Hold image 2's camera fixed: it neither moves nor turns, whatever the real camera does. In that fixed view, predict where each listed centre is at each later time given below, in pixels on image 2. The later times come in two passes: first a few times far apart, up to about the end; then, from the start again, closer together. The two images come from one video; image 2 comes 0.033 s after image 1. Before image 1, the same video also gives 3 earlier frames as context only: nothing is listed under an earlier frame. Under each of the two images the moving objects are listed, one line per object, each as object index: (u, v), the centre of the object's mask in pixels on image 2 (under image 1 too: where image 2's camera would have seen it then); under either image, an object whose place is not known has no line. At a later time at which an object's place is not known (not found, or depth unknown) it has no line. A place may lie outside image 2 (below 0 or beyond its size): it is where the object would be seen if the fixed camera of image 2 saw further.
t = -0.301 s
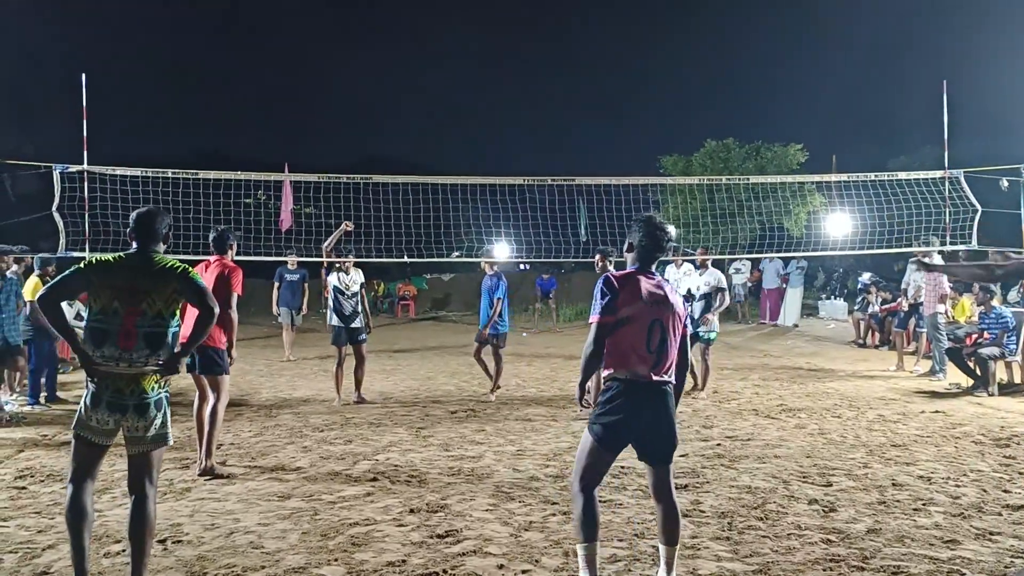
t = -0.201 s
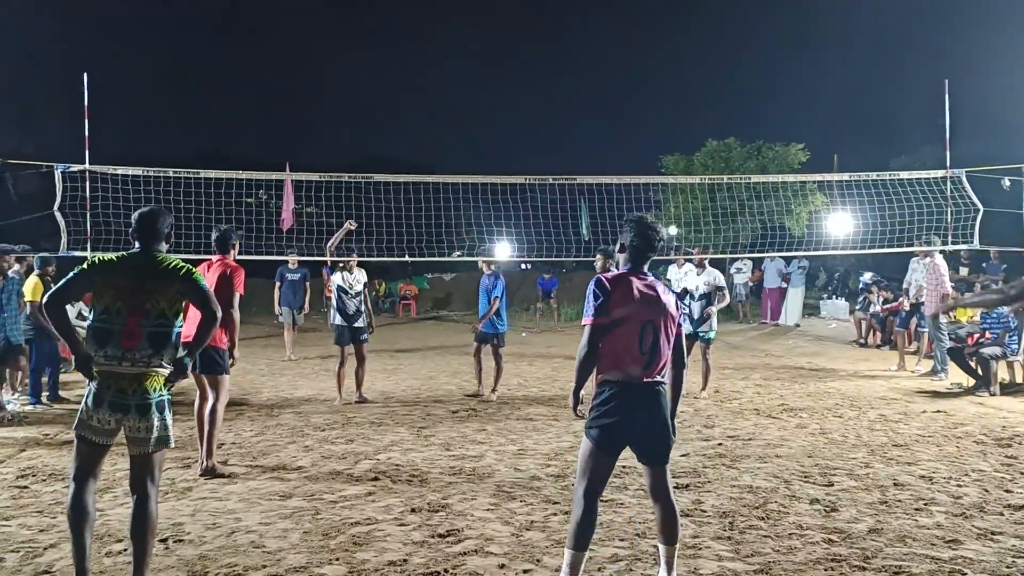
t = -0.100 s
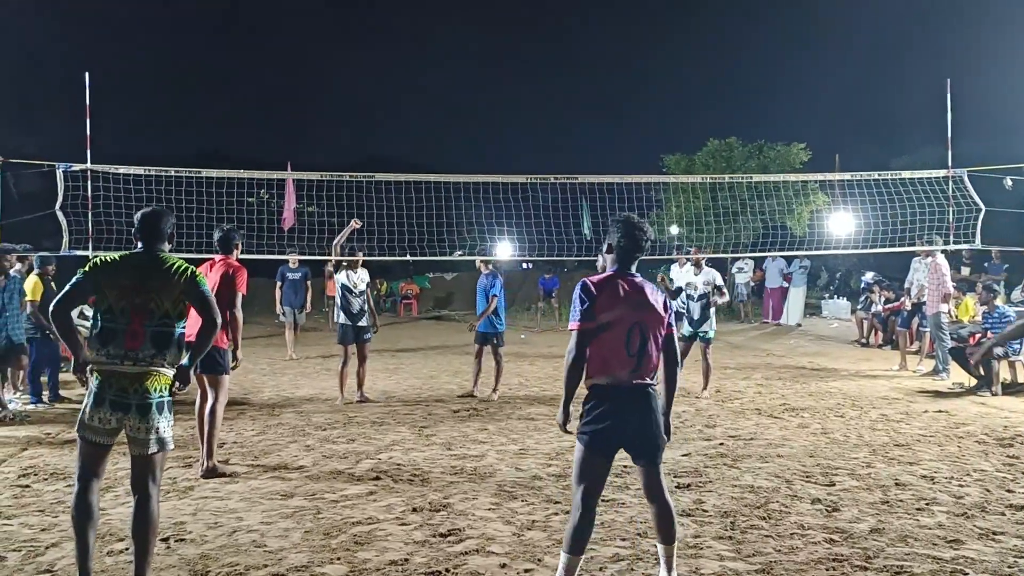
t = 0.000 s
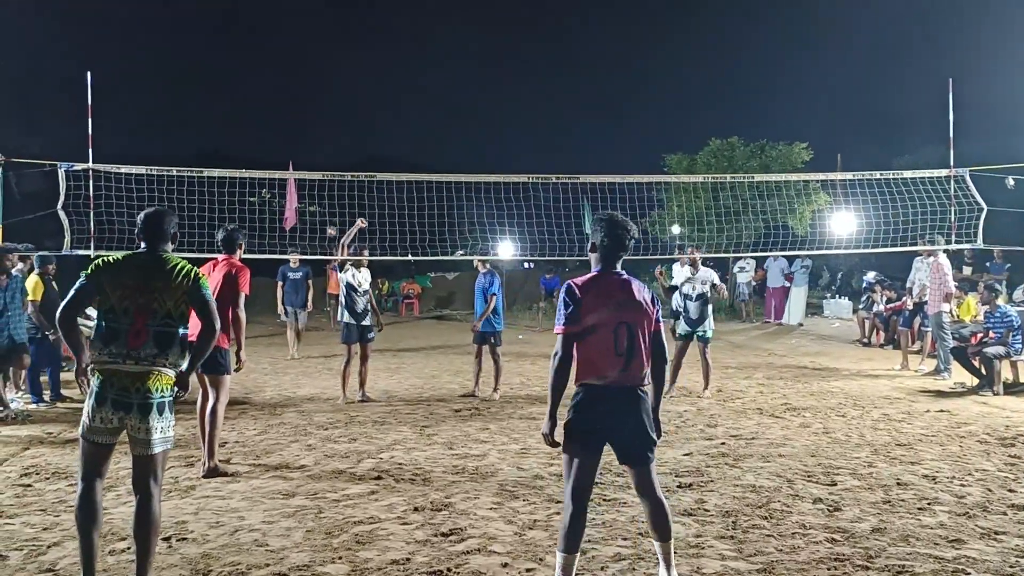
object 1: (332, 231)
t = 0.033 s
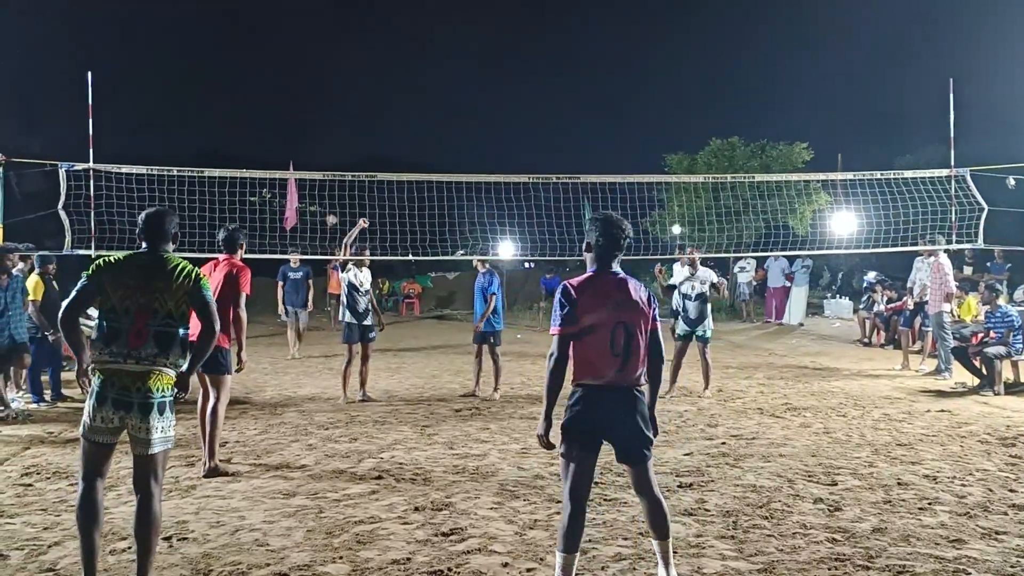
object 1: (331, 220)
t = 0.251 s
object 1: (329, 160)
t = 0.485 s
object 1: (327, 120)
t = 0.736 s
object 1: (325, 106)
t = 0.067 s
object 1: (331, 210)
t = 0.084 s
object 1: (331, 205)
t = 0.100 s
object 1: (331, 199)
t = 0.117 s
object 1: (330, 194)
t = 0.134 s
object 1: (330, 190)
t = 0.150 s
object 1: (330, 185)
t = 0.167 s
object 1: (330, 182)
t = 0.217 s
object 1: (330, 167)
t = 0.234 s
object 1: (329, 164)
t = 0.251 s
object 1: (329, 160)
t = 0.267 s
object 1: (329, 157)
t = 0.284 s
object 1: (329, 152)
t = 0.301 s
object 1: (328, 149)
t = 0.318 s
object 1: (328, 146)
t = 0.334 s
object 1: (328, 143)
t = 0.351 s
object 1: (328, 139)
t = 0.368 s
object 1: (328, 137)
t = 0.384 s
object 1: (328, 134)
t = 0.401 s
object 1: (328, 131)
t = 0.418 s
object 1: (328, 129)
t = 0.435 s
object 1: (327, 127)
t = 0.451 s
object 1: (327, 124)
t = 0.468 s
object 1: (327, 122)
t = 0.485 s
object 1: (327, 120)
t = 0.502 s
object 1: (327, 117)
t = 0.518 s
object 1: (327, 116)
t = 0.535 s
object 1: (327, 115)
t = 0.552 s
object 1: (326, 113)
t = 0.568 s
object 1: (326, 112)
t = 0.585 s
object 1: (326, 111)
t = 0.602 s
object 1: (326, 109)
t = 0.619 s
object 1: (326, 109)
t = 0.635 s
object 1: (326, 107)
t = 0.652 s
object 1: (326, 107)
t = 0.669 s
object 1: (326, 106)
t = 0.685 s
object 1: (326, 106)
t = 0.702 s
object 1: (326, 106)
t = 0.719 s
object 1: (325, 106)
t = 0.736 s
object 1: (325, 106)
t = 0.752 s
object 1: (325, 107)
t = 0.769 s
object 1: (325, 107)
